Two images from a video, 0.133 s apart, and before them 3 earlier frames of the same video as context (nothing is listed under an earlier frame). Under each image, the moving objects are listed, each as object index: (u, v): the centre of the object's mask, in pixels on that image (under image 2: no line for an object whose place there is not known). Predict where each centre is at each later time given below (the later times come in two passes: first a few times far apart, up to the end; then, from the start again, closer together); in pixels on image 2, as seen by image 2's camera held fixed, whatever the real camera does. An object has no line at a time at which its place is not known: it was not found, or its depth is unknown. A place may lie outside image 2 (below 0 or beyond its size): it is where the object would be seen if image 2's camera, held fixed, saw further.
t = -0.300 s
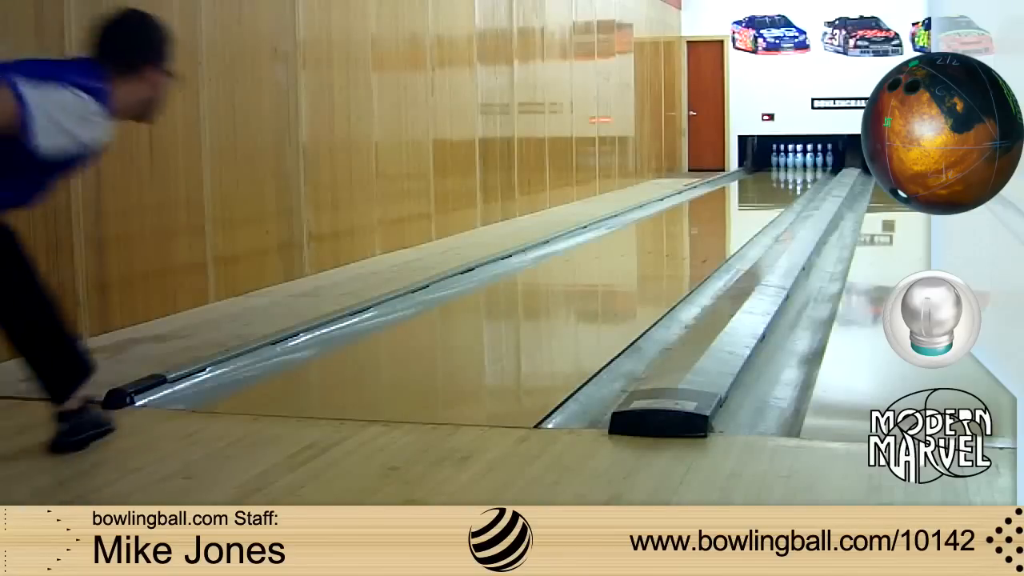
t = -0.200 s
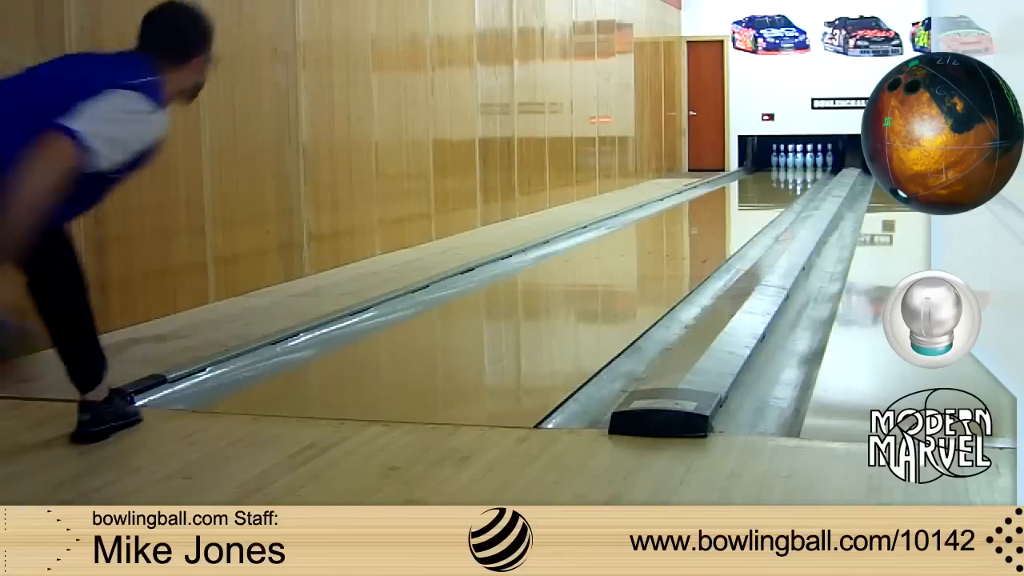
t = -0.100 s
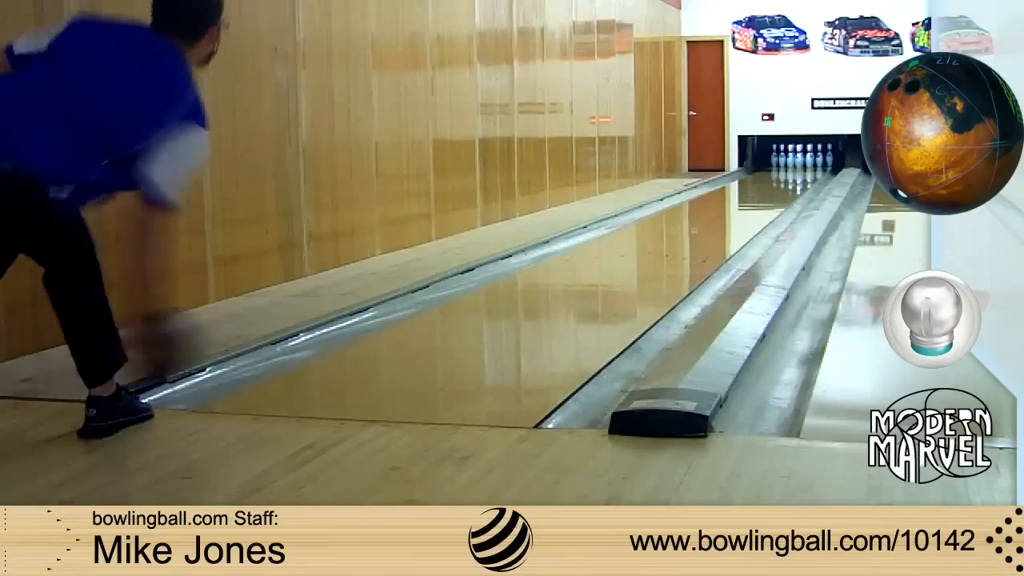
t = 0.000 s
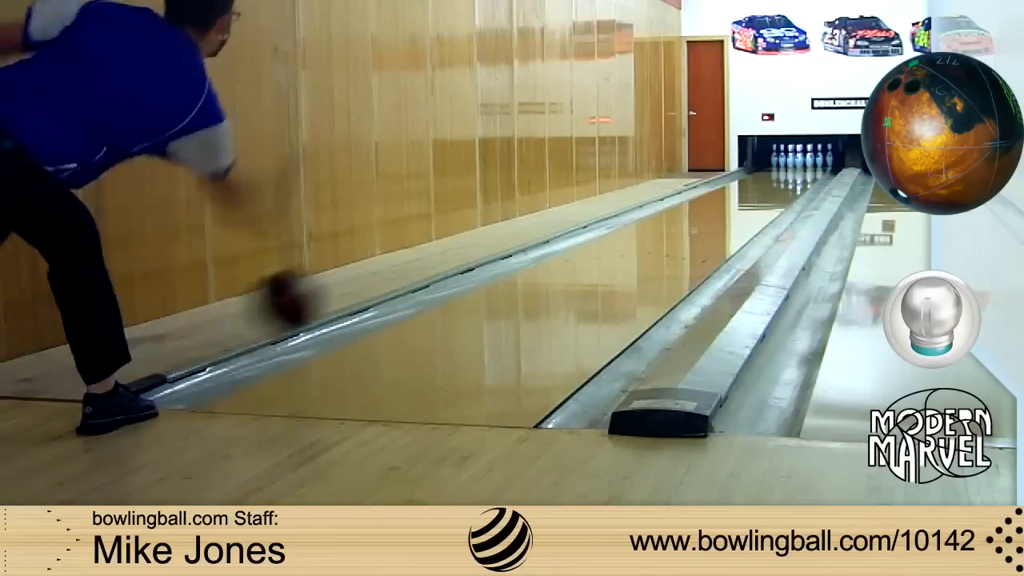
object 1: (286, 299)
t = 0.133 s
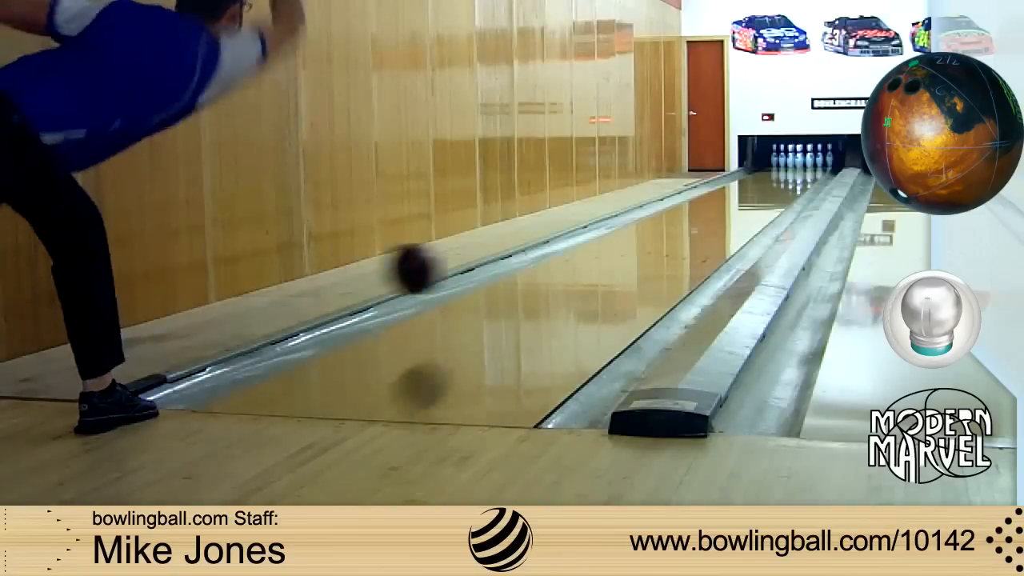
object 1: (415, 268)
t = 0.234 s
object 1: (484, 276)
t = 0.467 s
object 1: (595, 244)
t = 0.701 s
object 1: (665, 220)
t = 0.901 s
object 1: (707, 207)
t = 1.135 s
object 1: (743, 194)
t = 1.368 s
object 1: (770, 185)
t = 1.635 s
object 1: (791, 177)
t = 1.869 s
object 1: (804, 171)
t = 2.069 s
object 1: (807, 167)
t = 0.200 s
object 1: (463, 270)
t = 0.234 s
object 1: (484, 276)
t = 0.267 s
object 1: (505, 274)
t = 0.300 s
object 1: (522, 267)
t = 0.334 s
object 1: (538, 263)
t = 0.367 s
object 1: (555, 258)
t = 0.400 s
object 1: (569, 253)
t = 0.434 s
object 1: (582, 249)
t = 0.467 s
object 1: (595, 244)
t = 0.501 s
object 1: (607, 240)
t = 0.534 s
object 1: (619, 236)
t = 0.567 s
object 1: (629, 233)
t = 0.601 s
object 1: (638, 229)
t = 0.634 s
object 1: (648, 226)
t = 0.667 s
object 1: (657, 224)
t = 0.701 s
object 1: (665, 220)
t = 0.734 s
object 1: (673, 218)
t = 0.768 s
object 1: (681, 215)
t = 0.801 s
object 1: (688, 213)
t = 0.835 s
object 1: (695, 211)
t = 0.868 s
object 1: (701, 209)
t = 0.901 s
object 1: (707, 207)
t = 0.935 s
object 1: (713, 204)
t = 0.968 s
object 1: (718, 203)
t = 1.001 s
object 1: (724, 200)
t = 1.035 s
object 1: (729, 198)
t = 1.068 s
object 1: (734, 197)
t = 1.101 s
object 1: (738, 195)
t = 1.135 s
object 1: (743, 194)
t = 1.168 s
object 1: (747, 192)
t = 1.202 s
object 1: (750, 190)
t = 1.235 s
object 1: (754, 189)
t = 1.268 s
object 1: (760, 190)
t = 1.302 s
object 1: (763, 188)
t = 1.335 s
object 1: (766, 186)
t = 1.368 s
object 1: (770, 185)
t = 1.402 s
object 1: (773, 185)
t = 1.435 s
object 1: (776, 182)
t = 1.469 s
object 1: (779, 182)
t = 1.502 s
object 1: (782, 180)
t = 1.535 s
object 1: (783, 180)
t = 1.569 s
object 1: (786, 179)
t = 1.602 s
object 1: (788, 177)
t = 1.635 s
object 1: (791, 177)
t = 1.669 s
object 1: (795, 175)
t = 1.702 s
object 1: (796, 175)
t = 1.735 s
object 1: (798, 174)
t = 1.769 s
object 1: (800, 173)
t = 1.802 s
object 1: (802, 172)
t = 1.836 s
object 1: (802, 172)
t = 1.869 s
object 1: (804, 171)
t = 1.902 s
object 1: (804, 171)
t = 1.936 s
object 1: (805, 170)
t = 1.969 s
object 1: (805, 169)
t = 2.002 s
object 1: (807, 169)
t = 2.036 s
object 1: (807, 168)
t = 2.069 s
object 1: (807, 167)
